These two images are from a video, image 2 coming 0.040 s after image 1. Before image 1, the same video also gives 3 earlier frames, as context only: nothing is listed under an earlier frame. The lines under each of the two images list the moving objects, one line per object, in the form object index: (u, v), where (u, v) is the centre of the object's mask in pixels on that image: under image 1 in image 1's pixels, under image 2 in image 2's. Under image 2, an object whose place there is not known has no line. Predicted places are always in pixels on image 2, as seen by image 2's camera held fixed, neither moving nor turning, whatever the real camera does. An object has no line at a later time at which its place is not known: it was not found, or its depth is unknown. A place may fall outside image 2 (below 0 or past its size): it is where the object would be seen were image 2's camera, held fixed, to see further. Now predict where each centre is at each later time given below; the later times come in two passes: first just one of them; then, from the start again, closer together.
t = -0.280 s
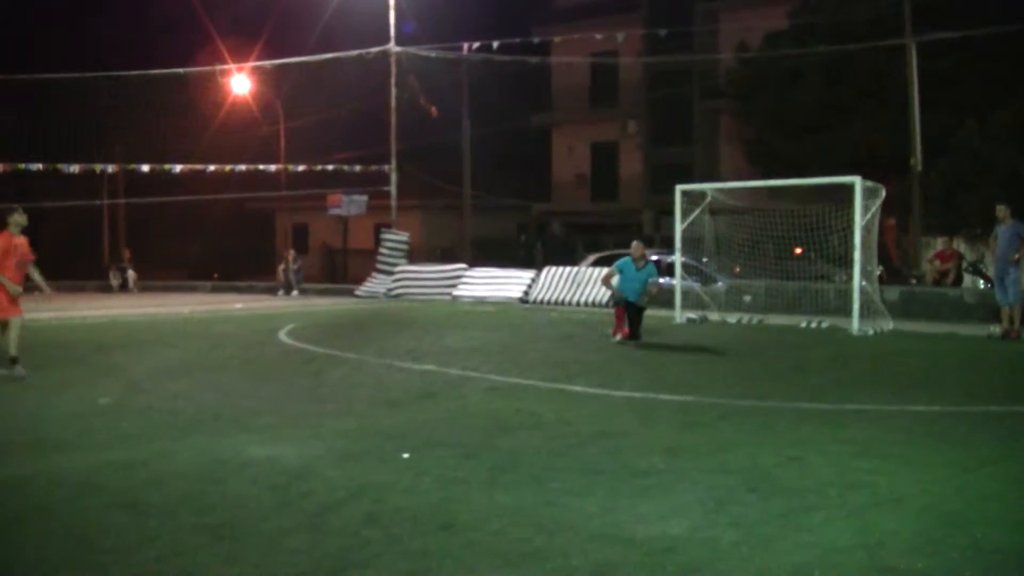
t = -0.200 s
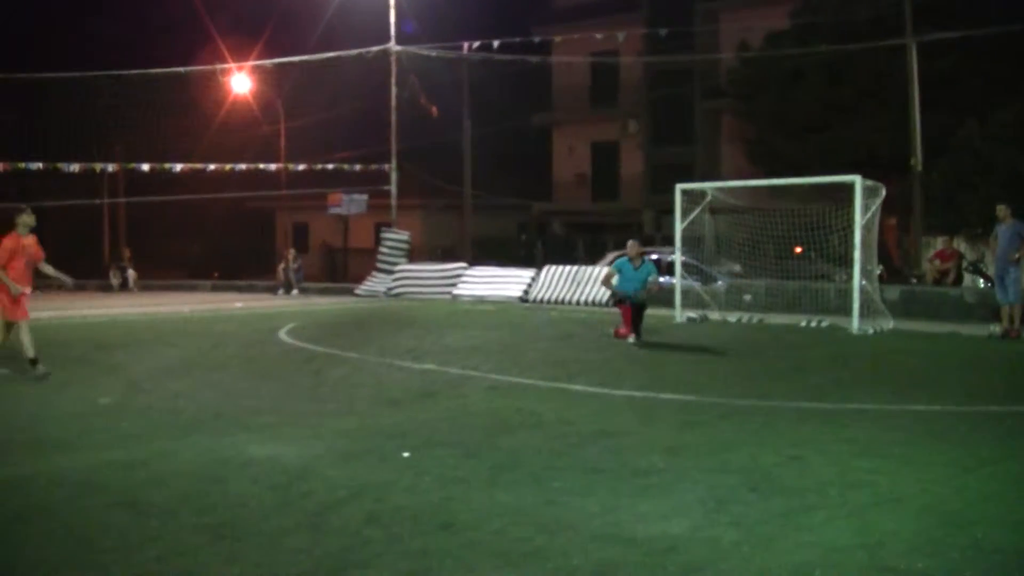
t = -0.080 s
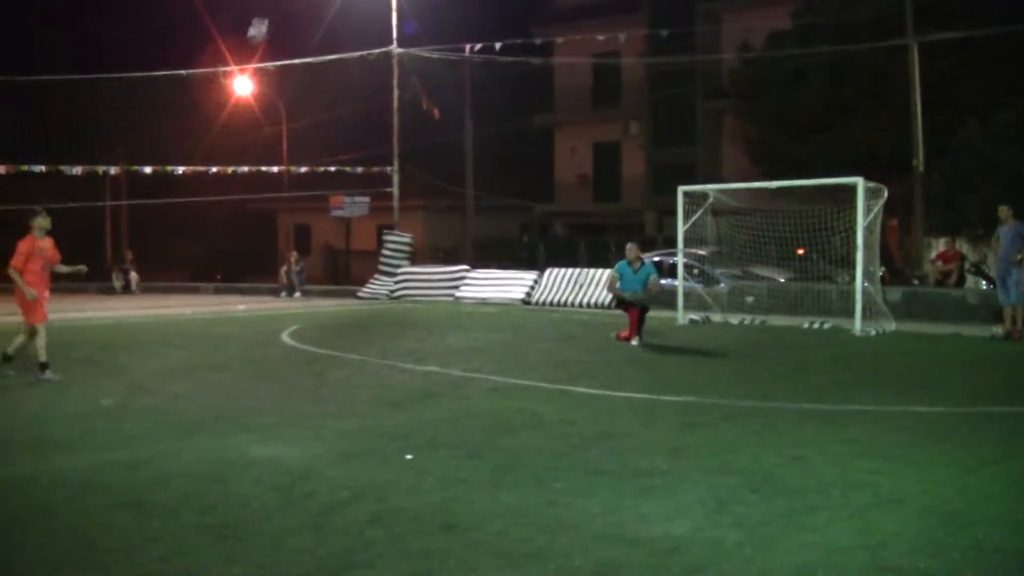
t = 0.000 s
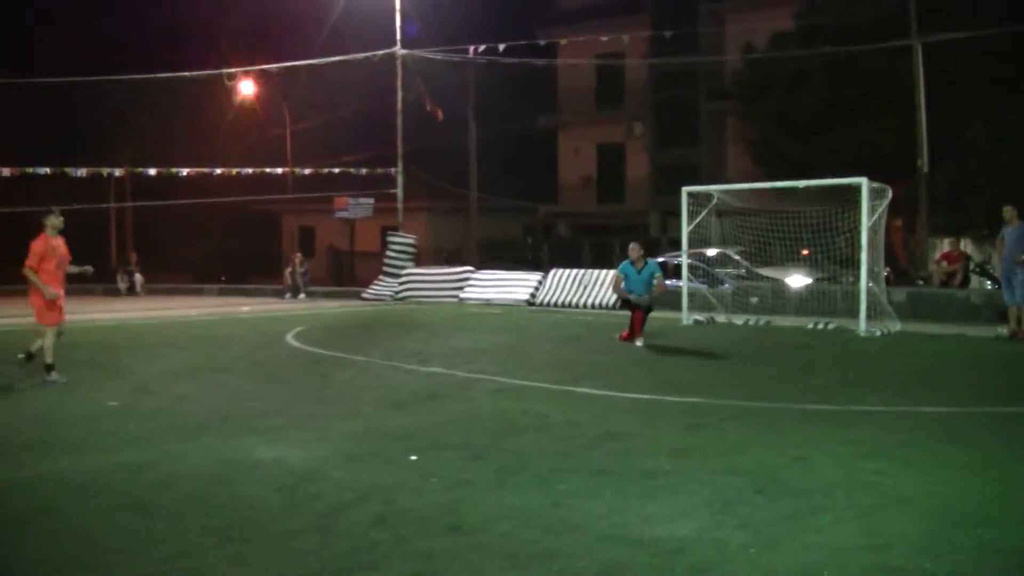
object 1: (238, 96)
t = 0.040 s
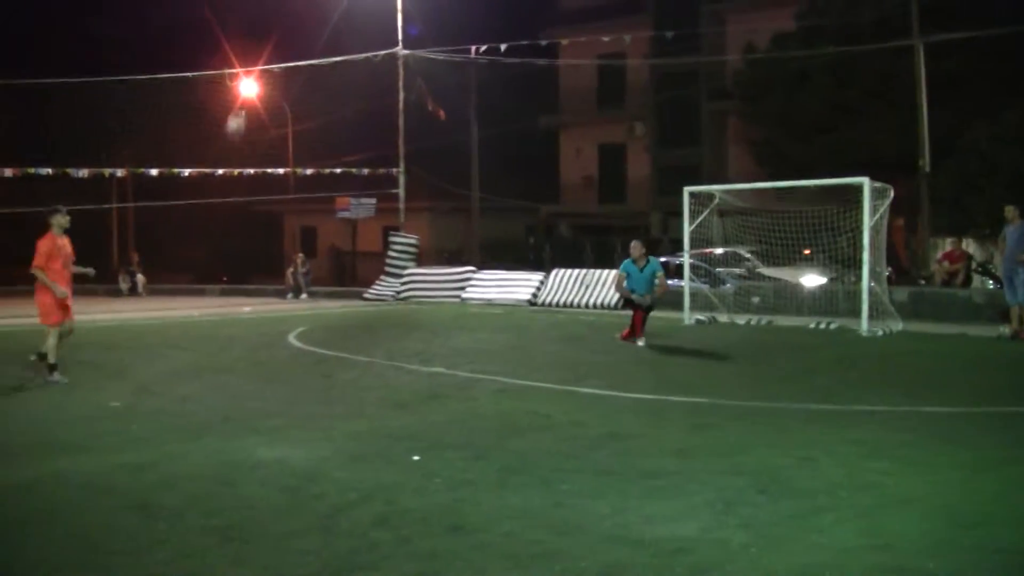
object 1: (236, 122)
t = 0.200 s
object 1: (199, 271)
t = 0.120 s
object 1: (217, 194)
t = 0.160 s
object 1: (208, 233)
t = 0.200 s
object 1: (199, 271)
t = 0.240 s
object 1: (192, 307)
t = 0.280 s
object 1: (179, 354)
